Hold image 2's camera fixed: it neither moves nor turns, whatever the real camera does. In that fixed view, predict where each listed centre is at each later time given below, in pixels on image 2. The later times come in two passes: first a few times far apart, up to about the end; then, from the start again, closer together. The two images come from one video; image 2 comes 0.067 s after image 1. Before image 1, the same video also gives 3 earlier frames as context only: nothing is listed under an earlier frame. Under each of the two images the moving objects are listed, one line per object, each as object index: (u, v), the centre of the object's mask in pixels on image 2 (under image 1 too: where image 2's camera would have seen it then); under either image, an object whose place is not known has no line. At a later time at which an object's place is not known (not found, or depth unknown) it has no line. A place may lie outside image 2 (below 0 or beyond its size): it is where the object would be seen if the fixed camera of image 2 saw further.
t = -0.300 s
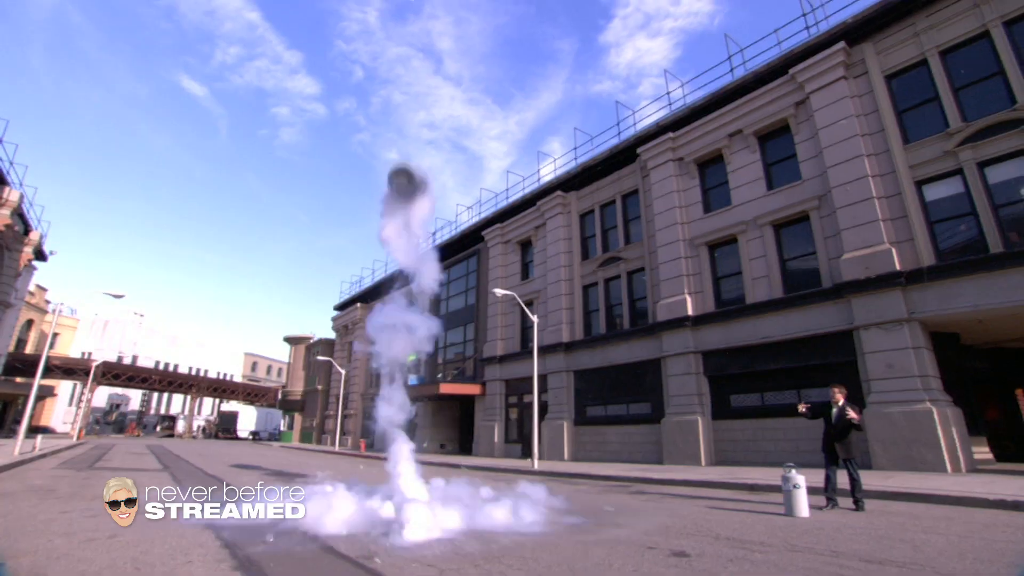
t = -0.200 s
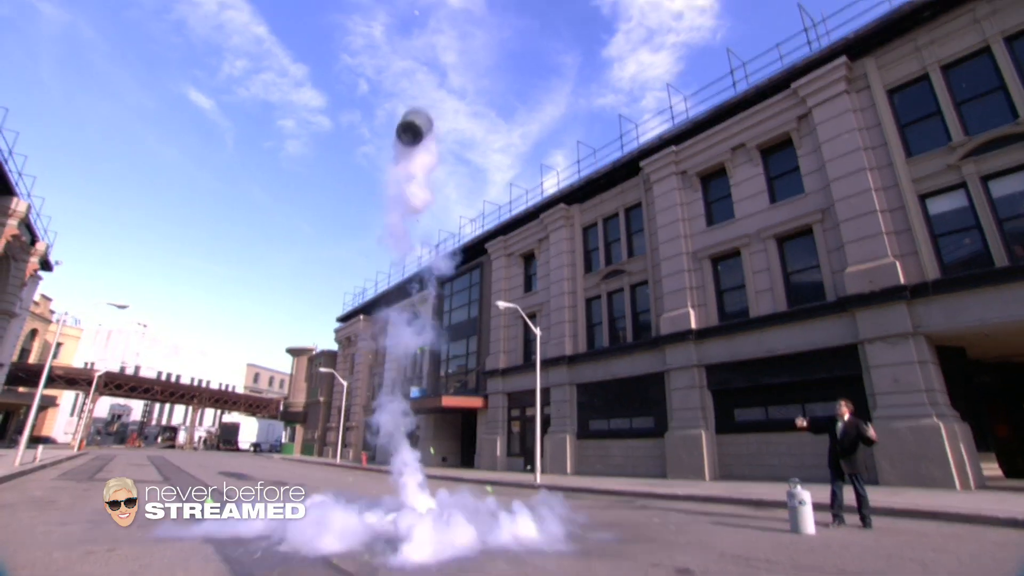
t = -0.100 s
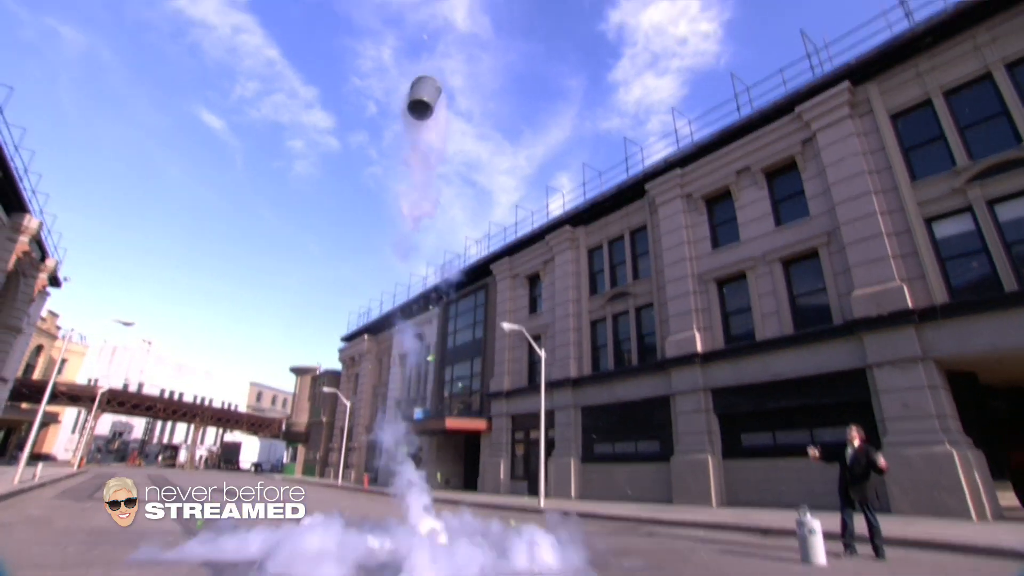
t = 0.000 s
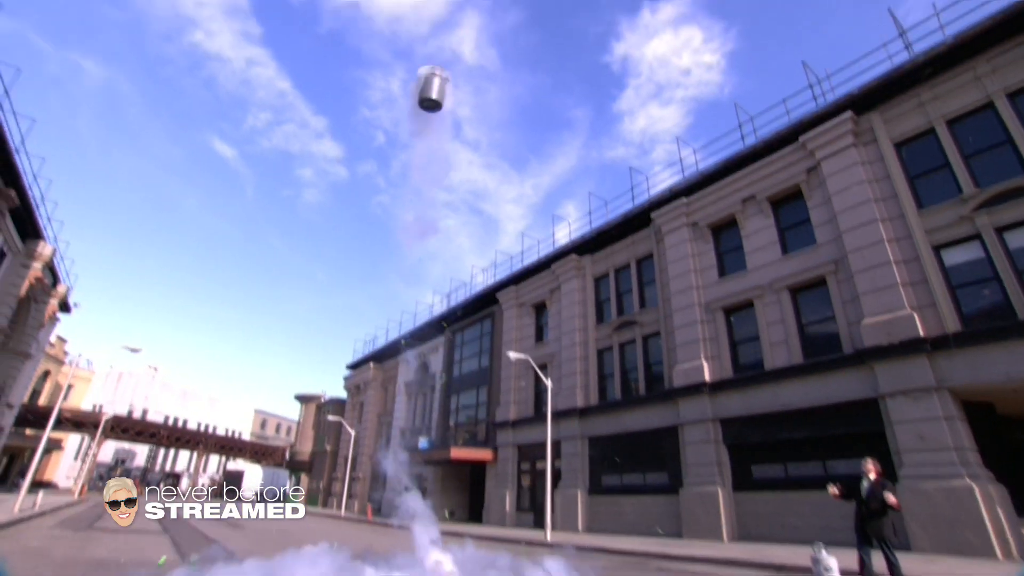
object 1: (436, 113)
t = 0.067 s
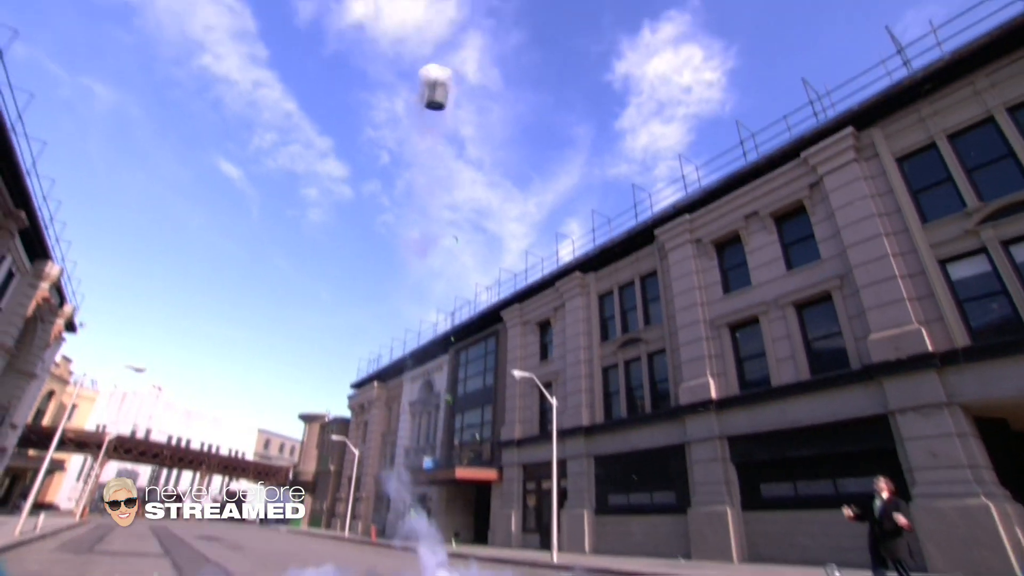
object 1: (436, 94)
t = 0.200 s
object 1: (436, 69)
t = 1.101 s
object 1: (420, 12)
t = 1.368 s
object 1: (403, 21)
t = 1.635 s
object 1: (382, 66)
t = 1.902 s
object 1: (355, 141)
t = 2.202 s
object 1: (311, 279)
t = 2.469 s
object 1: (268, 456)
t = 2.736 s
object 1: (238, 557)
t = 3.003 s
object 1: (237, 518)
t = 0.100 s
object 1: (436, 87)
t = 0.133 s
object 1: (436, 82)
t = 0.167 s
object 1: (436, 74)
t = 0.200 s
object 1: (436, 69)
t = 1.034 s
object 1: (422, 12)
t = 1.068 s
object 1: (421, 12)
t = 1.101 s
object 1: (420, 12)
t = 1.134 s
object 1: (417, 9)
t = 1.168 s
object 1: (415, 7)
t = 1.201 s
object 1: (414, 9)
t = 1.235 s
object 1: (412, 11)
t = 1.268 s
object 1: (410, 14)
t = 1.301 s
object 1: (408, 15)
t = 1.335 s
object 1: (406, 18)
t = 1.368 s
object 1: (403, 21)
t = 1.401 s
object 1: (401, 25)
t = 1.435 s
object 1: (398, 29)
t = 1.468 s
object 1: (396, 34)
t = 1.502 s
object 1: (393, 39)
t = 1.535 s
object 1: (391, 45)
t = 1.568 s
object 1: (388, 52)
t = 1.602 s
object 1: (385, 59)
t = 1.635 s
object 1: (382, 66)
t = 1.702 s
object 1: (376, 83)
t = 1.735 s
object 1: (373, 92)
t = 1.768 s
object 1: (370, 100)
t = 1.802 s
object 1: (366, 109)
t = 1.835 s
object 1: (362, 120)
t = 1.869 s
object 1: (359, 130)
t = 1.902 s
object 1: (355, 141)
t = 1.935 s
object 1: (351, 153)
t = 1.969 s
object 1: (347, 165)
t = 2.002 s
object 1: (341, 179)
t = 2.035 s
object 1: (337, 192)
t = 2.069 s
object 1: (332, 208)
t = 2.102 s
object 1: (326, 225)
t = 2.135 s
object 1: (321, 243)
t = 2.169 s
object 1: (316, 261)
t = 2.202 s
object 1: (311, 279)
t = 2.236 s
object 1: (306, 297)
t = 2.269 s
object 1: (302, 316)
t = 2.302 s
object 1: (296, 337)
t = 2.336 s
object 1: (291, 358)
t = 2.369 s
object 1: (285, 380)
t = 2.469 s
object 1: (268, 456)
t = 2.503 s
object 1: (260, 485)
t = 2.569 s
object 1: (244, 545)
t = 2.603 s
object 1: (237, 573)
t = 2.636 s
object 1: (235, 583)
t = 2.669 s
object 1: (236, 578)
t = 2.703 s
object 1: (238, 568)
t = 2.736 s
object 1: (238, 557)
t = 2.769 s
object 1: (239, 547)
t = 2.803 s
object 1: (239, 540)
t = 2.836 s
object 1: (239, 534)
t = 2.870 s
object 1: (239, 529)
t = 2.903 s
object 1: (238, 525)
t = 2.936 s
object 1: (238, 522)
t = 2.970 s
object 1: (238, 520)
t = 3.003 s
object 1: (237, 518)
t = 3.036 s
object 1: (237, 518)
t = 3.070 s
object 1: (236, 518)
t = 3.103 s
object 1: (235, 518)
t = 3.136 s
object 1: (234, 519)
